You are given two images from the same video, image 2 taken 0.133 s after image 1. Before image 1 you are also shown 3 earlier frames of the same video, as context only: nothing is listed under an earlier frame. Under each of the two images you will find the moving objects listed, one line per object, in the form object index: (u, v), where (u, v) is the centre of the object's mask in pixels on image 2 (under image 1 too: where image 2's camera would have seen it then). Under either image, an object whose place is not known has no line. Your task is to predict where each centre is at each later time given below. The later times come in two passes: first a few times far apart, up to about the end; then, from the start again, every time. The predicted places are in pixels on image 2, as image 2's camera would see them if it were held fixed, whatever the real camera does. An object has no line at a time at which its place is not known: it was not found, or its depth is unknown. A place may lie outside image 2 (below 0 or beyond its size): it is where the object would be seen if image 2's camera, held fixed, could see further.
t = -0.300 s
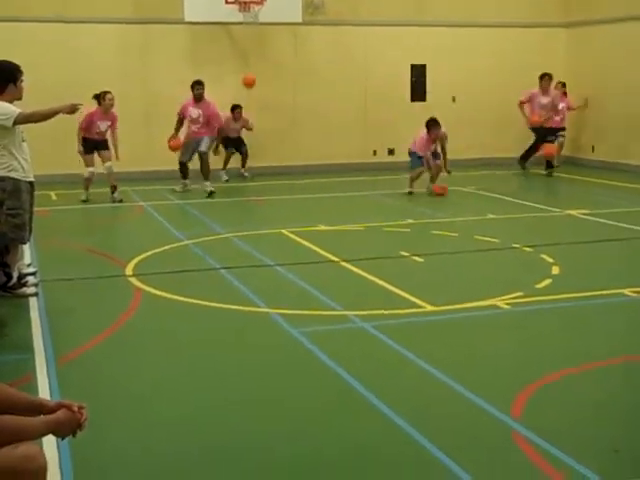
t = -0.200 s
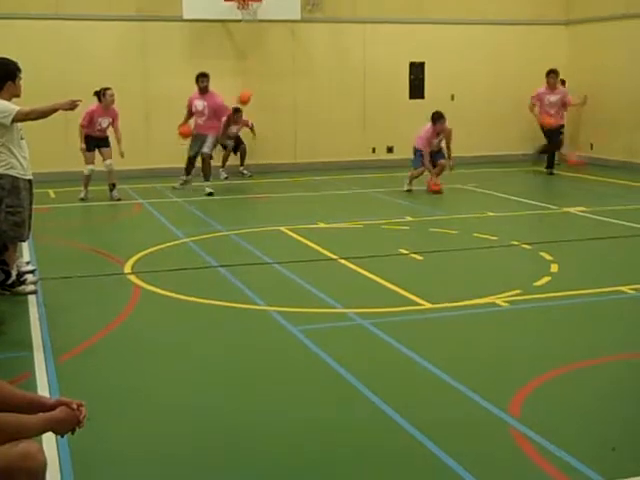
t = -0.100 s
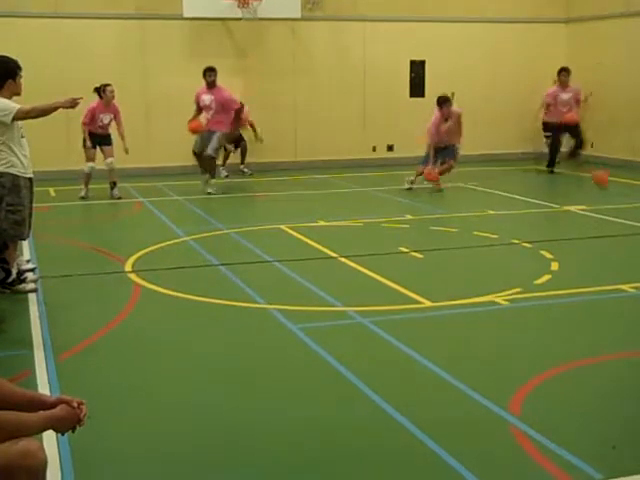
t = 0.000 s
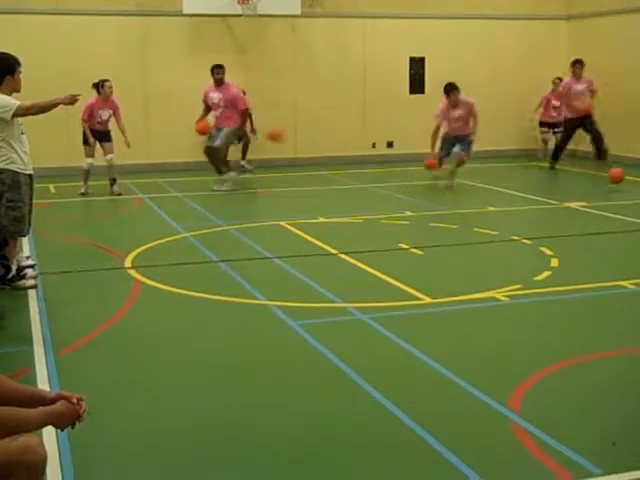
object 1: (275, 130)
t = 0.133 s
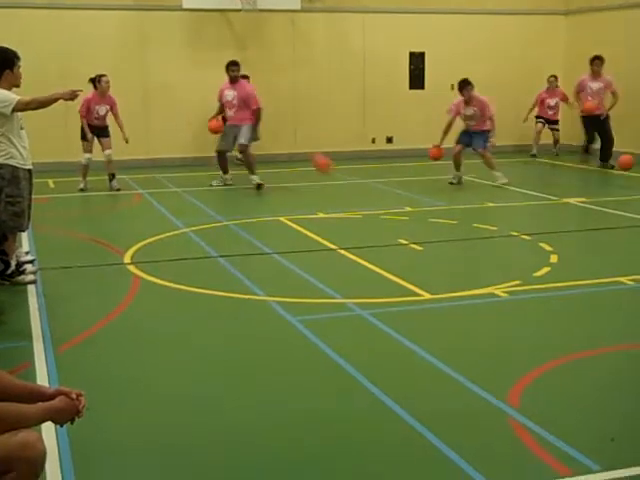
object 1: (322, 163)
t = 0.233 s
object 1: (356, 184)
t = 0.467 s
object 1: (425, 159)
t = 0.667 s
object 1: (486, 175)
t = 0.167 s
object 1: (334, 174)
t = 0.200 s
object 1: (345, 186)
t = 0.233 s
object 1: (356, 184)
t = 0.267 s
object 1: (367, 178)
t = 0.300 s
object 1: (374, 174)
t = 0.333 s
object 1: (386, 168)
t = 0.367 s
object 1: (393, 165)
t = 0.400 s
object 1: (404, 161)
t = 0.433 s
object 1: (414, 159)
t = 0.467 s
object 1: (425, 159)
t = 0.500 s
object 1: (434, 158)
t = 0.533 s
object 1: (443, 159)
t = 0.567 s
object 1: (454, 161)
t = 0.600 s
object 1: (464, 165)
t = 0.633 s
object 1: (477, 171)
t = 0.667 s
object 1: (486, 175)
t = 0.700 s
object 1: (496, 180)
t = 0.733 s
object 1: (506, 188)
